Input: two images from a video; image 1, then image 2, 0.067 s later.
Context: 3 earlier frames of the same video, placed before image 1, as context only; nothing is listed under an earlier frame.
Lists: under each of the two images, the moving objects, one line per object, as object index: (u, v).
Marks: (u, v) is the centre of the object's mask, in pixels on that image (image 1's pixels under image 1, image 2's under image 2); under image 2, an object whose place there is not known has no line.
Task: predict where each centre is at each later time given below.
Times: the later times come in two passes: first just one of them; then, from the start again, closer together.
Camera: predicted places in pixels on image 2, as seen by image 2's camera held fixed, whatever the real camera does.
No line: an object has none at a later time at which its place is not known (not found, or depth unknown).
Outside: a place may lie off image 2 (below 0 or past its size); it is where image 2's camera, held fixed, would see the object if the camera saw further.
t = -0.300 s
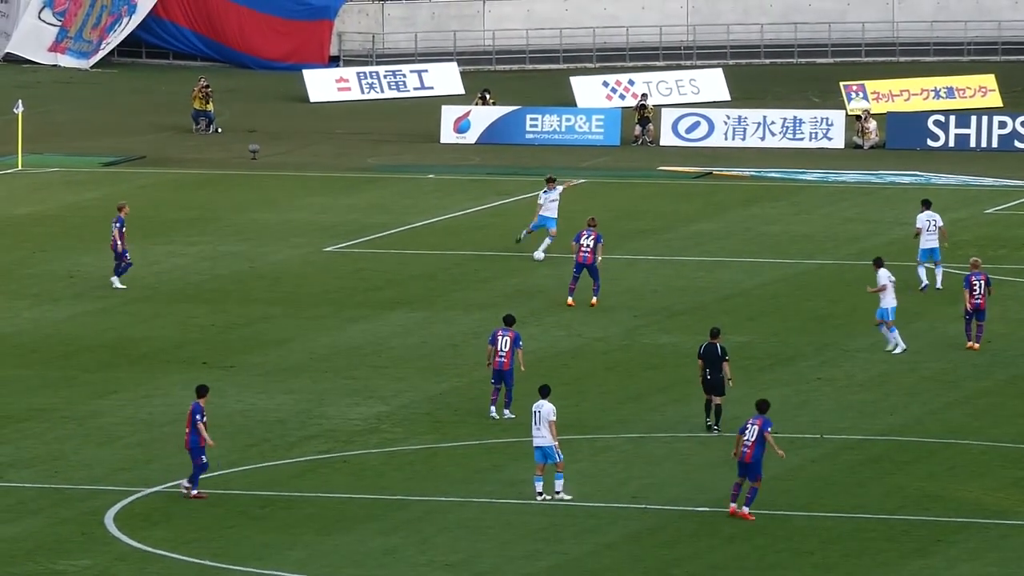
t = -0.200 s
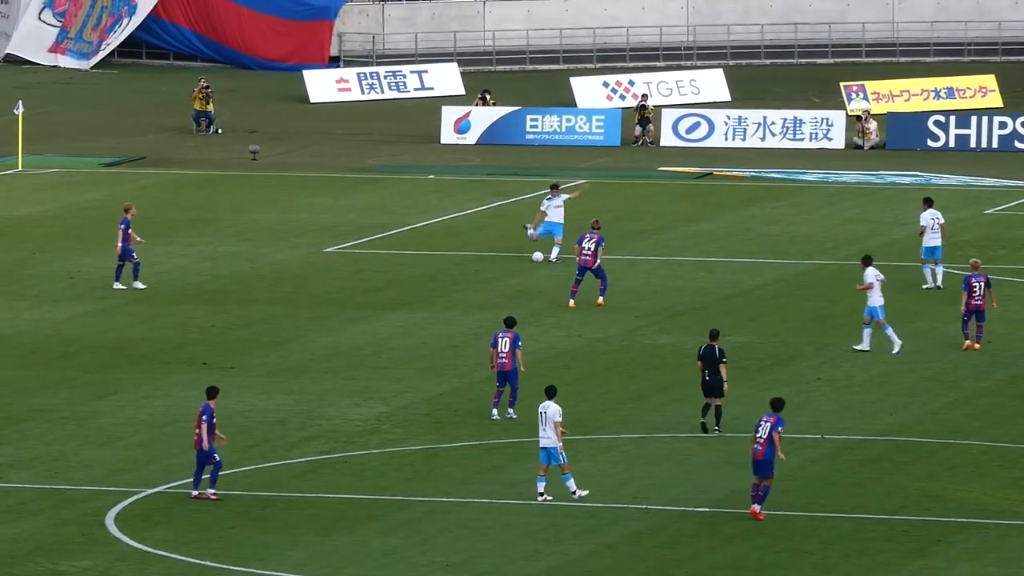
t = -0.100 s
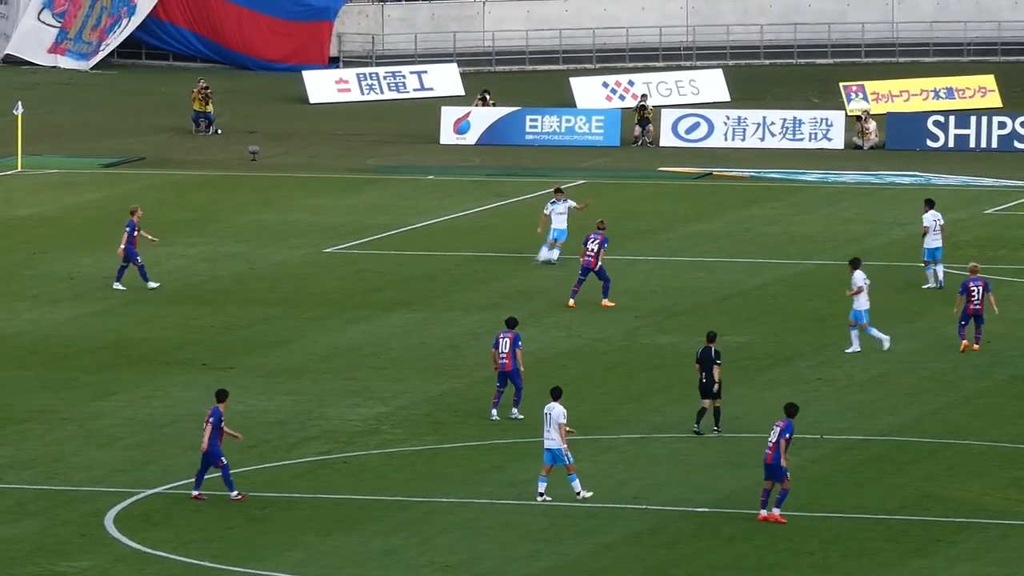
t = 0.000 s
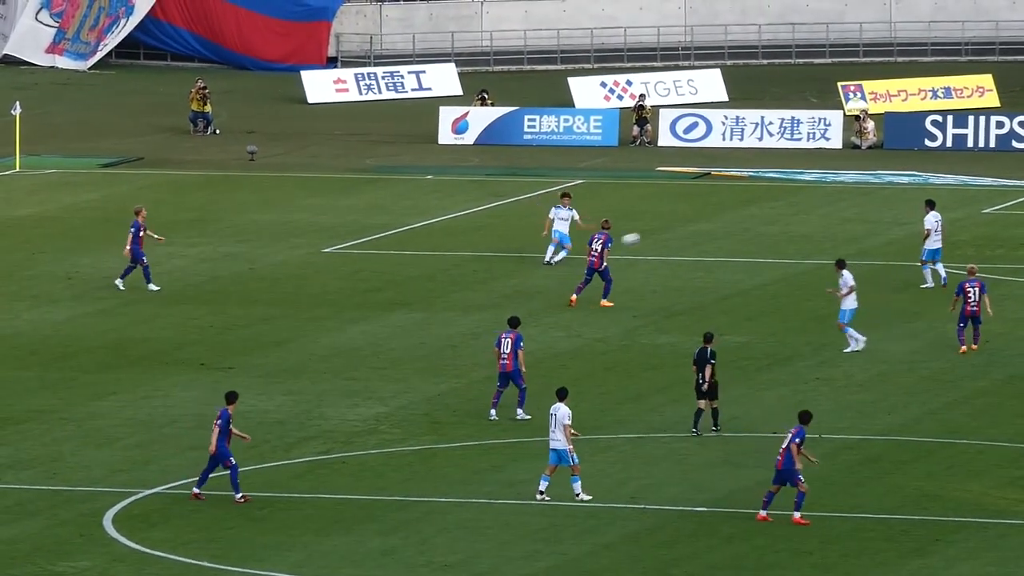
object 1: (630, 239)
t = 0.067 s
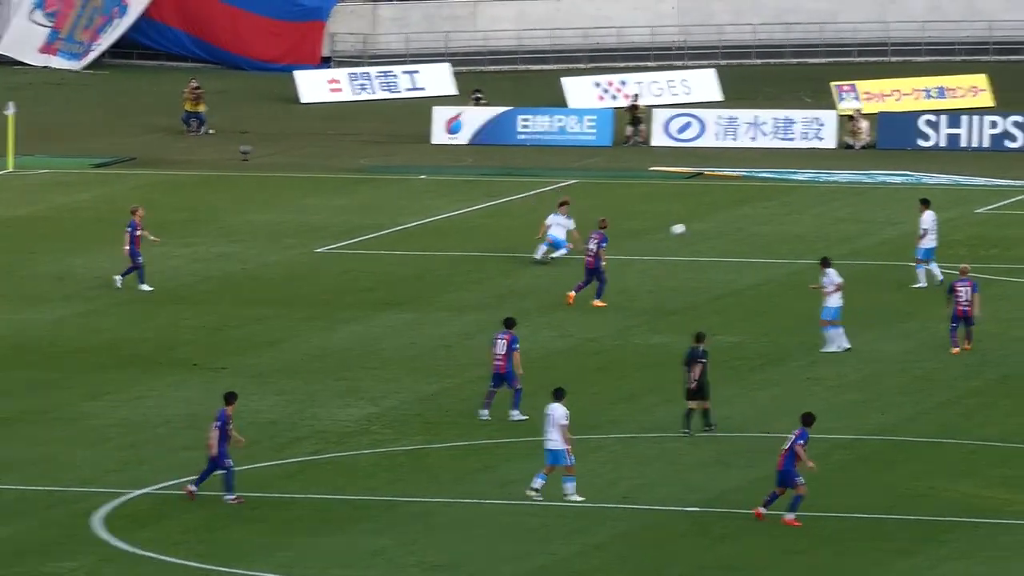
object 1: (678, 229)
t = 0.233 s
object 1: (815, 209)
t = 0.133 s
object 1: (733, 220)
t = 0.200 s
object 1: (787, 213)
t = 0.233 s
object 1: (815, 209)
